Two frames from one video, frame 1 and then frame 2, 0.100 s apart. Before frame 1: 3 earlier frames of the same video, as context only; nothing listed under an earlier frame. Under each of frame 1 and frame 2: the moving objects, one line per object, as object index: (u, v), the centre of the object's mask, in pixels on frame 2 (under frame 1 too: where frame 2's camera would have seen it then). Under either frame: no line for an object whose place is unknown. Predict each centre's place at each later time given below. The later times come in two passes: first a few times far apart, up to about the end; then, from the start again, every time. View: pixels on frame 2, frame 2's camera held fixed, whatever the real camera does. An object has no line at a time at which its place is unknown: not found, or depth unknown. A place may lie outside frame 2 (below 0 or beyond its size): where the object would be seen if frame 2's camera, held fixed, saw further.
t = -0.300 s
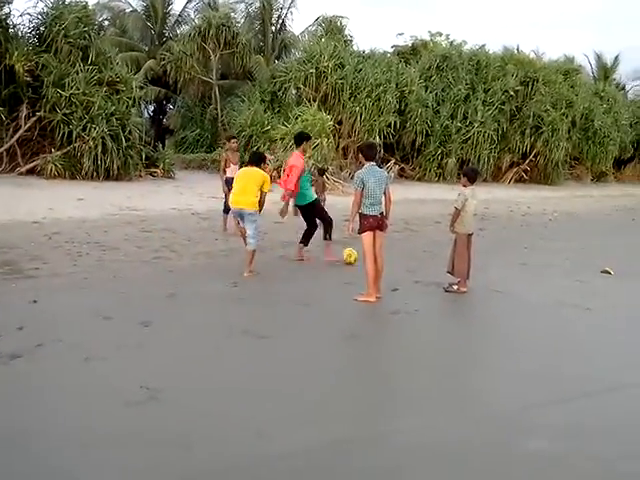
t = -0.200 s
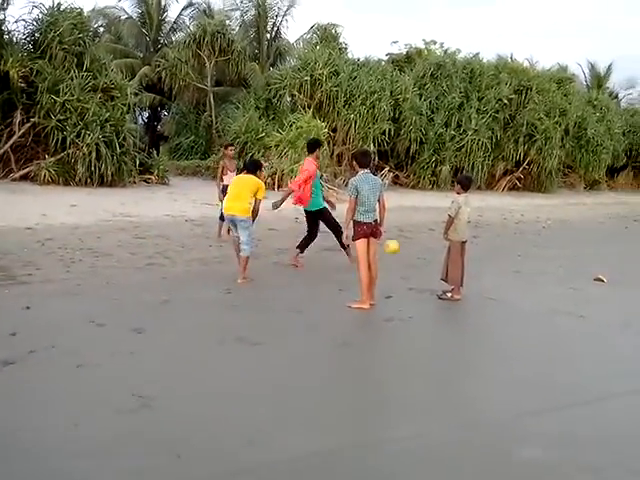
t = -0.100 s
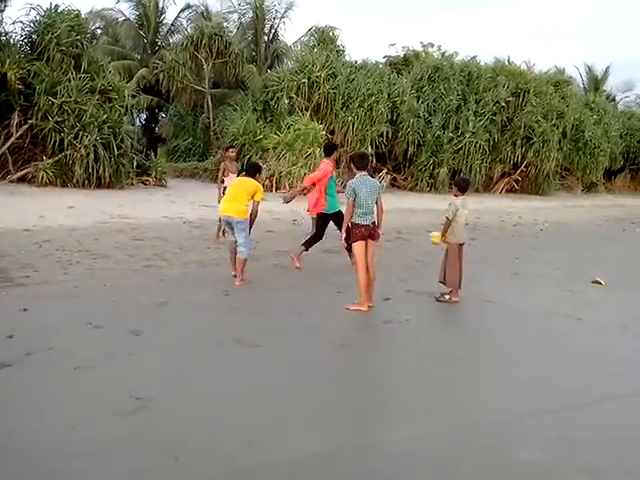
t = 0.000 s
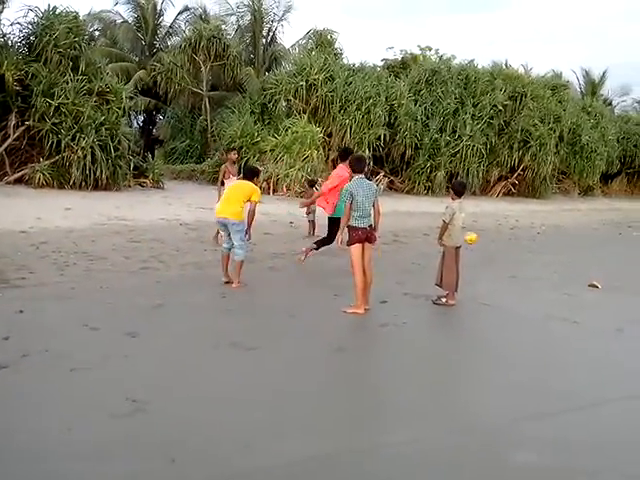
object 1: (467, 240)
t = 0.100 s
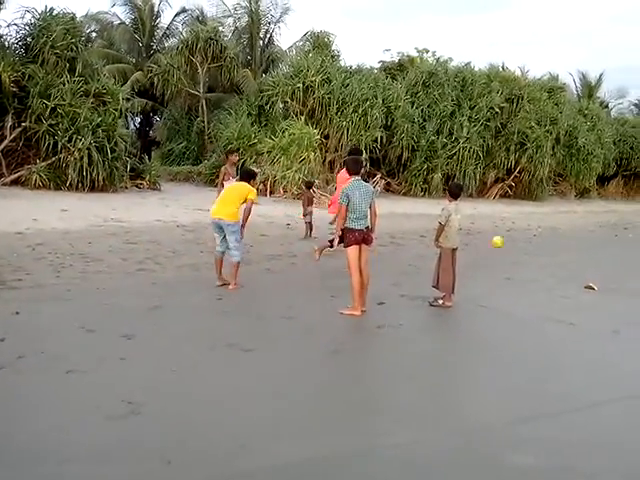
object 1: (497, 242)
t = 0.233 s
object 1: (529, 253)
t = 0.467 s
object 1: (555, 238)
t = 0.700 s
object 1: (576, 245)
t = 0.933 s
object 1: (596, 242)
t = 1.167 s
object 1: (613, 240)
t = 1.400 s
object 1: (629, 240)
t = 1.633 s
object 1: (642, 240)
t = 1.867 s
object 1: (655, 240)
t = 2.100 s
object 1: (669, 239)
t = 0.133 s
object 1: (507, 244)
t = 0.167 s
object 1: (514, 246)
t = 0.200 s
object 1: (522, 249)
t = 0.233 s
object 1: (529, 253)
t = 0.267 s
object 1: (534, 250)
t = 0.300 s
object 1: (537, 246)
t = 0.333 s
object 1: (542, 244)
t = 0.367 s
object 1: (544, 241)
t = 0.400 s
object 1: (548, 240)
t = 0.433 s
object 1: (551, 239)
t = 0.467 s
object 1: (555, 238)
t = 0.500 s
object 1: (559, 239)
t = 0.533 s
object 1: (562, 239)
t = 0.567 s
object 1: (564, 241)
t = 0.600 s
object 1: (567, 243)
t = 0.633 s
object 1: (570, 245)
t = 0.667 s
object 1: (573, 248)
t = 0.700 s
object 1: (576, 245)
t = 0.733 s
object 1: (579, 243)
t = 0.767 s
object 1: (582, 242)
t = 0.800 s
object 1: (585, 240)
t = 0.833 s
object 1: (588, 240)
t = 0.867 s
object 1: (590, 240)
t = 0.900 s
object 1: (593, 241)
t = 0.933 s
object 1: (596, 242)
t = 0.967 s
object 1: (598, 243)
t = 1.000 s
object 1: (600, 244)
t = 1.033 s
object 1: (603, 242)
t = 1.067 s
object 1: (605, 241)
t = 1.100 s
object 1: (609, 240)
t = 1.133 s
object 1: (610, 240)
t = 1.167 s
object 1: (613, 240)
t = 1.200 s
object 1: (615, 242)
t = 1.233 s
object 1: (617, 242)
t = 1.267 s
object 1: (620, 241)
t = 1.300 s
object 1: (622, 240)
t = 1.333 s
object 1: (624, 239)
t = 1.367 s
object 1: (627, 239)
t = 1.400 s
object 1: (629, 240)
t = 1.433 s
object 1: (631, 240)
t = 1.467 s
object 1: (632, 240)
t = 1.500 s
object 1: (633, 240)
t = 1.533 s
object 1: (638, 241)
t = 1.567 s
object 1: (639, 241)
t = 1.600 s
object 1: (641, 240)
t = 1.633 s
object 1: (642, 240)
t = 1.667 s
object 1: (645, 240)
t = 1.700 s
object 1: (647, 240)
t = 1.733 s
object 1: (648, 241)
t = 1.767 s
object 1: (649, 240)
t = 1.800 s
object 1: (651, 240)
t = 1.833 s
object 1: (653, 240)
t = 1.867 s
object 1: (655, 240)
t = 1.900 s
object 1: (658, 239)
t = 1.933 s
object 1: (660, 239)
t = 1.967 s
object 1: (661, 239)
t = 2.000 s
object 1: (663, 239)
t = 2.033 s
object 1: (665, 239)
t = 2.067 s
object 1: (666, 239)
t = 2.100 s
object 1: (669, 239)
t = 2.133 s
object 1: (670, 239)
